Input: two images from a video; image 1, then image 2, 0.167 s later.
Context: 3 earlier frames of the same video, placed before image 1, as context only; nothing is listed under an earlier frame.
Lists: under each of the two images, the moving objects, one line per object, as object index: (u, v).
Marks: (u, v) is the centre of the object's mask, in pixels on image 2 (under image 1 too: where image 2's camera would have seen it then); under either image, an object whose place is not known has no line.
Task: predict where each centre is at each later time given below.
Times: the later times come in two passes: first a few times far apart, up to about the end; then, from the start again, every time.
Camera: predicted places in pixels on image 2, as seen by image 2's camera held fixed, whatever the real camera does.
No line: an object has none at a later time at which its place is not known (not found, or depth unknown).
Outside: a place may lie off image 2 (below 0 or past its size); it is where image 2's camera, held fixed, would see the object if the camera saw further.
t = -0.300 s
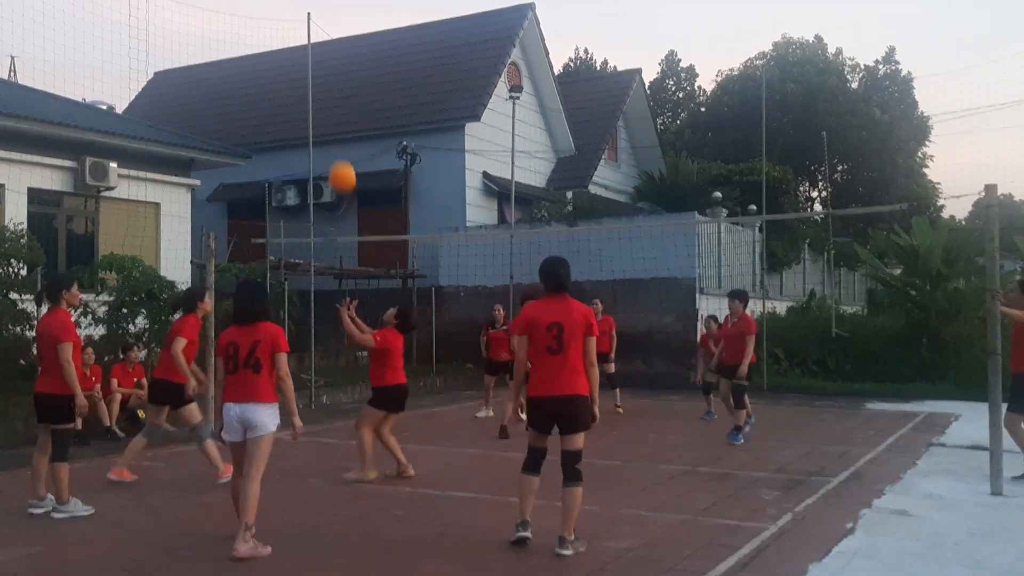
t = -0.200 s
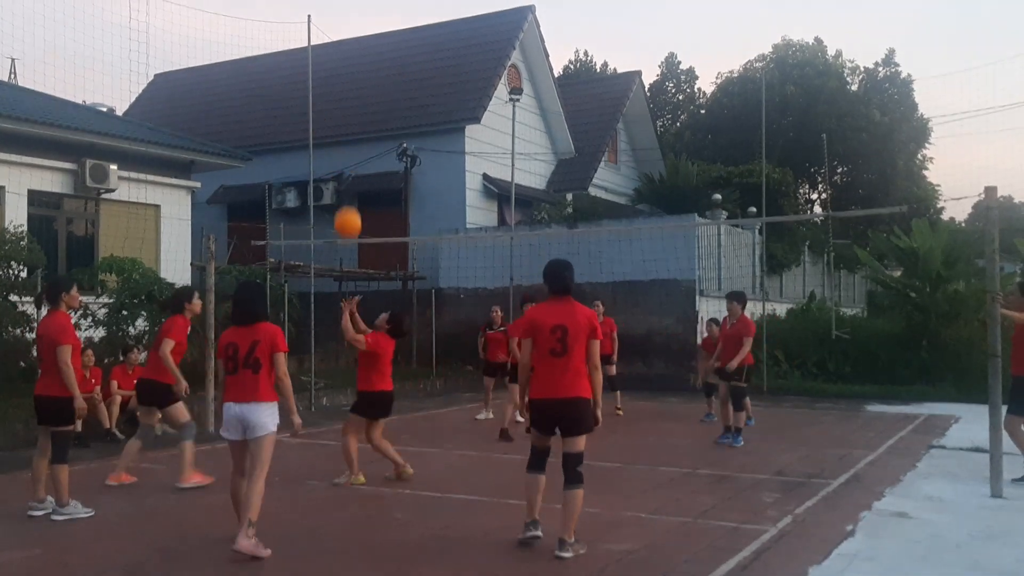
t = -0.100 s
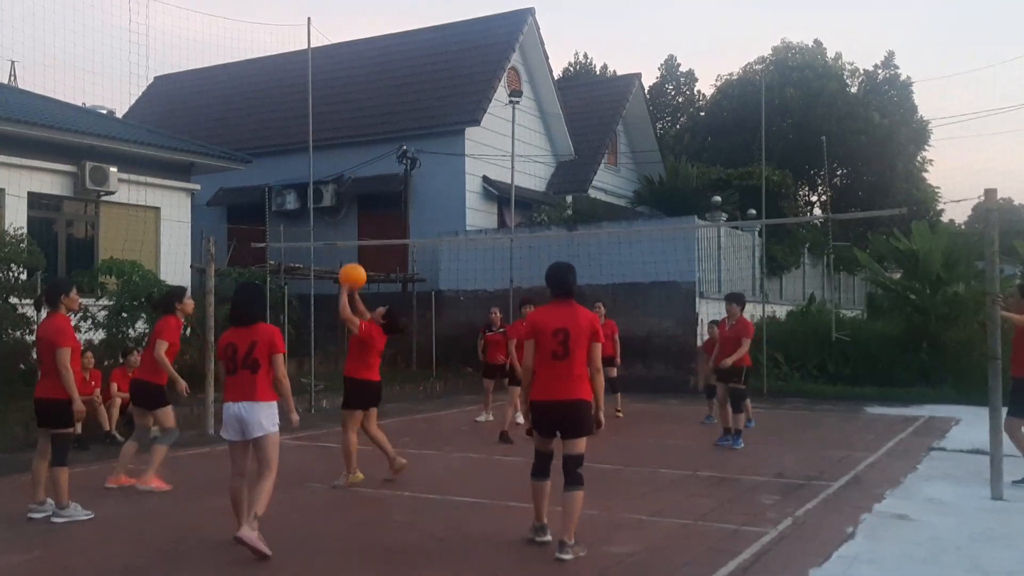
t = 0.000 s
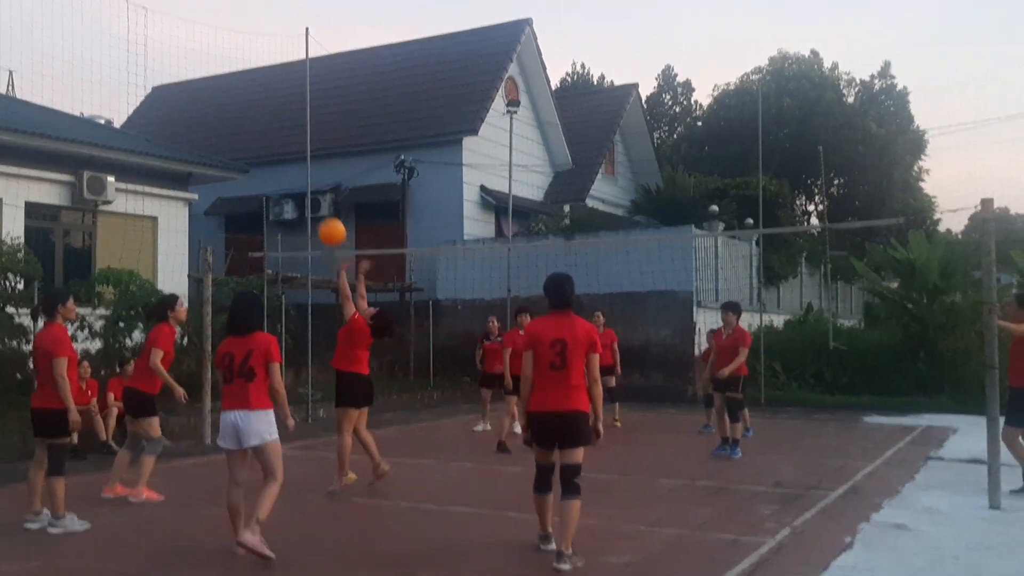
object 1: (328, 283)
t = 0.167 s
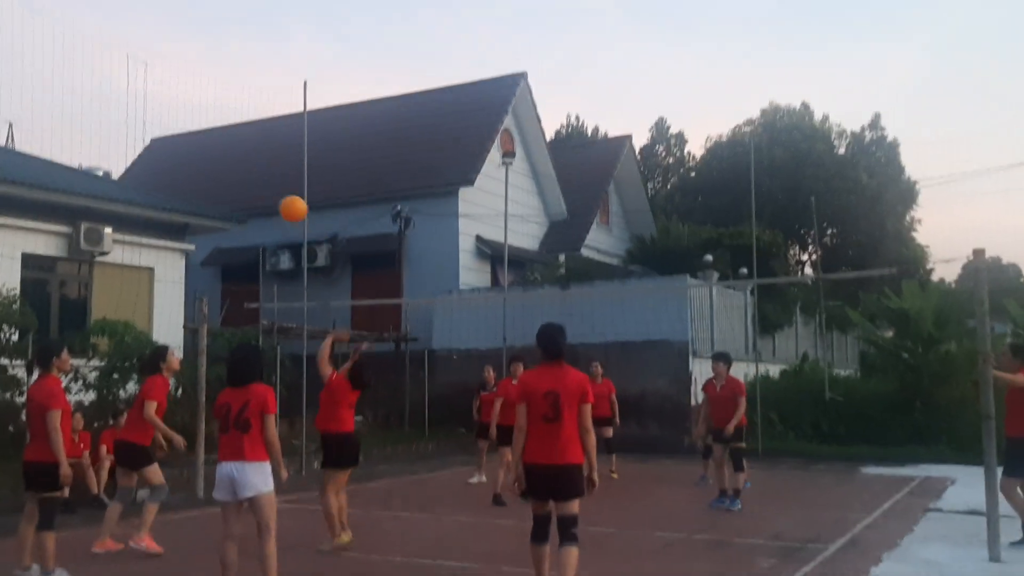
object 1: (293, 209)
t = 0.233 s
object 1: (280, 189)
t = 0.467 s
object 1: (234, 160)
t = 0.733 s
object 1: (185, 202)
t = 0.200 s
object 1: (287, 198)
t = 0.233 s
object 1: (280, 189)
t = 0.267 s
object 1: (273, 181)
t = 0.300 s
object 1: (266, 174)
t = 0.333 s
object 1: (260, 169)
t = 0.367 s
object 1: (254, 165)
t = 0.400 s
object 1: (247, 162)
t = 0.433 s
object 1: (241, 161)
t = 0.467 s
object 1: (234, 160)
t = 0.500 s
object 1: (228, 161)
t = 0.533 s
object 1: (222, 163)
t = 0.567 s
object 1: (216, 166)
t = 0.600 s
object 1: (210, 170)
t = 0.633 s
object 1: (203, 176)
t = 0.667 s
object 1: (197, 183)
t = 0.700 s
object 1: (191, 192)
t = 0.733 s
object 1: (185, 202)
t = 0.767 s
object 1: (179, 213)
